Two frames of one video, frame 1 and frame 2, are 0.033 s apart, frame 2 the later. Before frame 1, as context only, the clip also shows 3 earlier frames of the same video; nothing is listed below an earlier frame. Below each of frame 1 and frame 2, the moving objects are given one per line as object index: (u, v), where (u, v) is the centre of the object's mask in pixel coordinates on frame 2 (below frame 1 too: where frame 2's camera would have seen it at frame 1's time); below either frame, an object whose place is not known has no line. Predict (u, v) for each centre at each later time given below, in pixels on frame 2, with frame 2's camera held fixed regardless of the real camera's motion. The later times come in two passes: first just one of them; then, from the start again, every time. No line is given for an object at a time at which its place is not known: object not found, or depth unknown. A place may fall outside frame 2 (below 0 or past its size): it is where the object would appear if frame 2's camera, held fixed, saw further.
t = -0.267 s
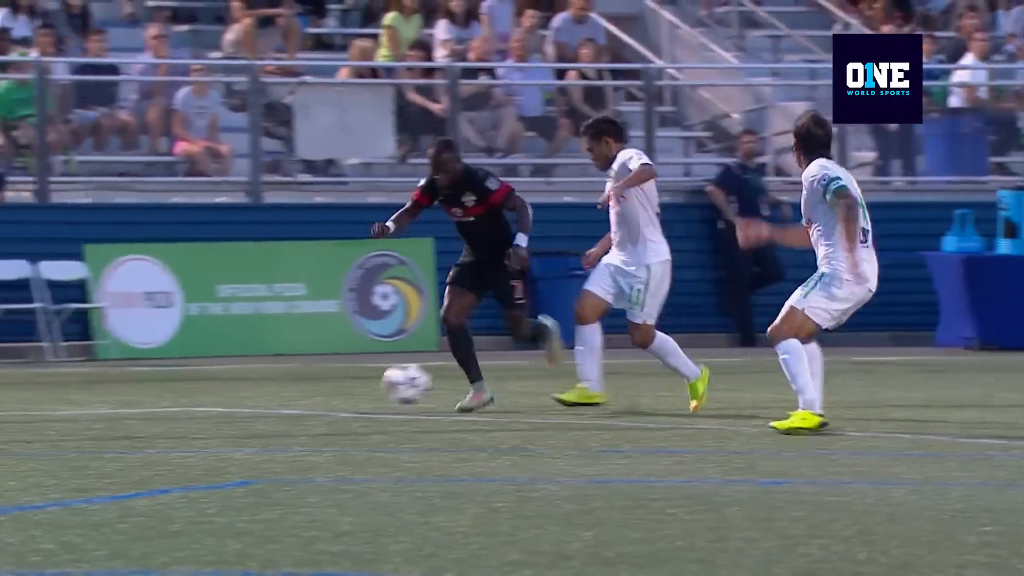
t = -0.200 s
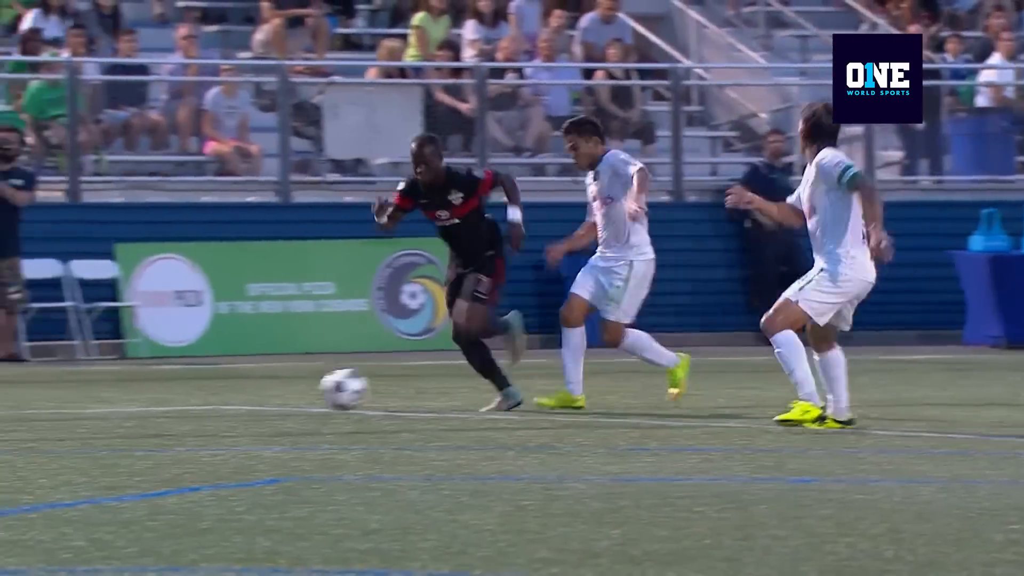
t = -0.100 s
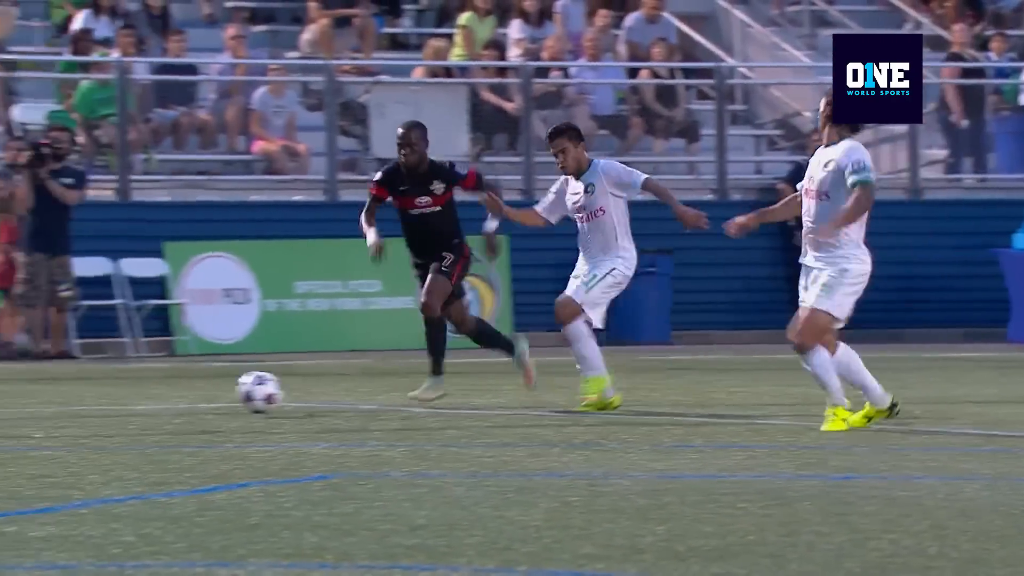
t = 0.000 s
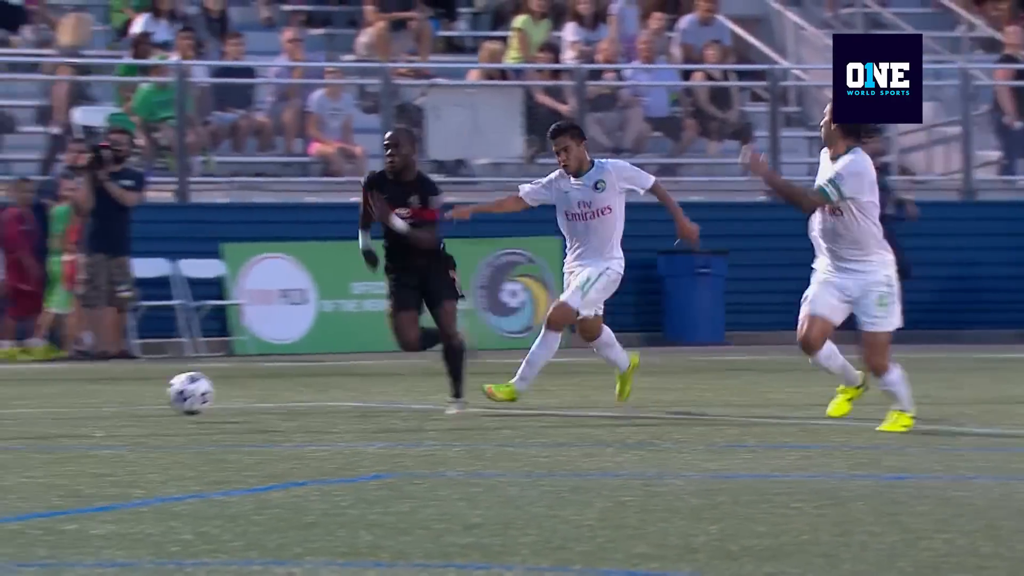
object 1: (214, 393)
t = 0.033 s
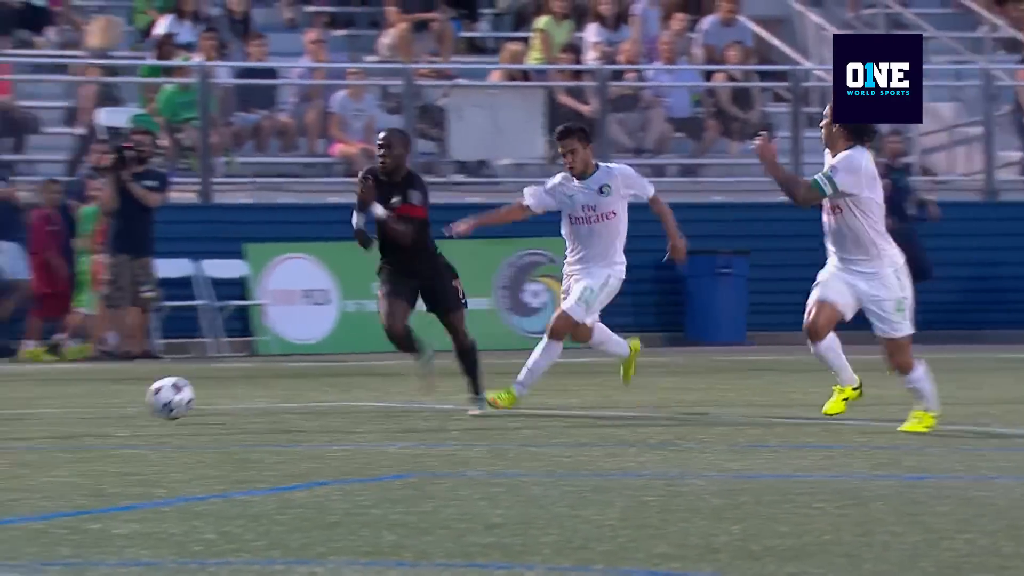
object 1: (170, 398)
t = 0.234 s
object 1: (-80, 411)
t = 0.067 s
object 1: (128, 405)
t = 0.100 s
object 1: (87, 404)
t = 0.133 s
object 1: (46, 402)
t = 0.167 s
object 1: (5, 403)
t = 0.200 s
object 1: (-37, 406)
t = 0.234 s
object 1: (-80, 411)
